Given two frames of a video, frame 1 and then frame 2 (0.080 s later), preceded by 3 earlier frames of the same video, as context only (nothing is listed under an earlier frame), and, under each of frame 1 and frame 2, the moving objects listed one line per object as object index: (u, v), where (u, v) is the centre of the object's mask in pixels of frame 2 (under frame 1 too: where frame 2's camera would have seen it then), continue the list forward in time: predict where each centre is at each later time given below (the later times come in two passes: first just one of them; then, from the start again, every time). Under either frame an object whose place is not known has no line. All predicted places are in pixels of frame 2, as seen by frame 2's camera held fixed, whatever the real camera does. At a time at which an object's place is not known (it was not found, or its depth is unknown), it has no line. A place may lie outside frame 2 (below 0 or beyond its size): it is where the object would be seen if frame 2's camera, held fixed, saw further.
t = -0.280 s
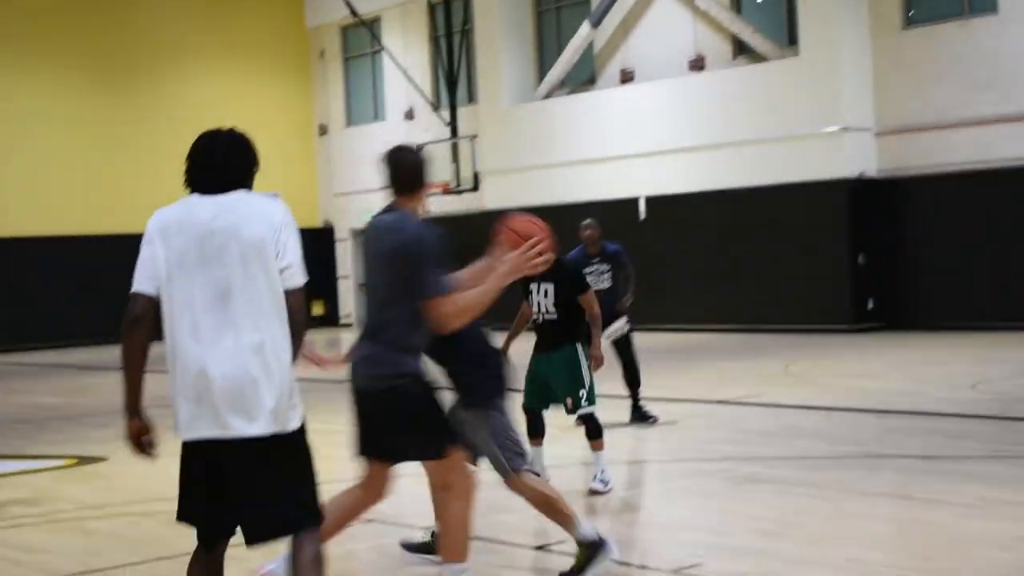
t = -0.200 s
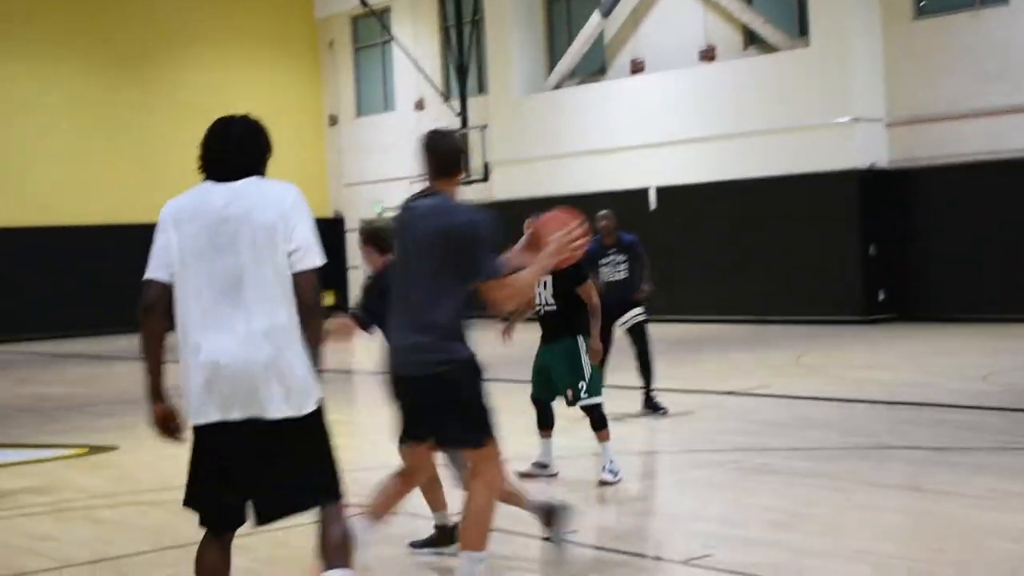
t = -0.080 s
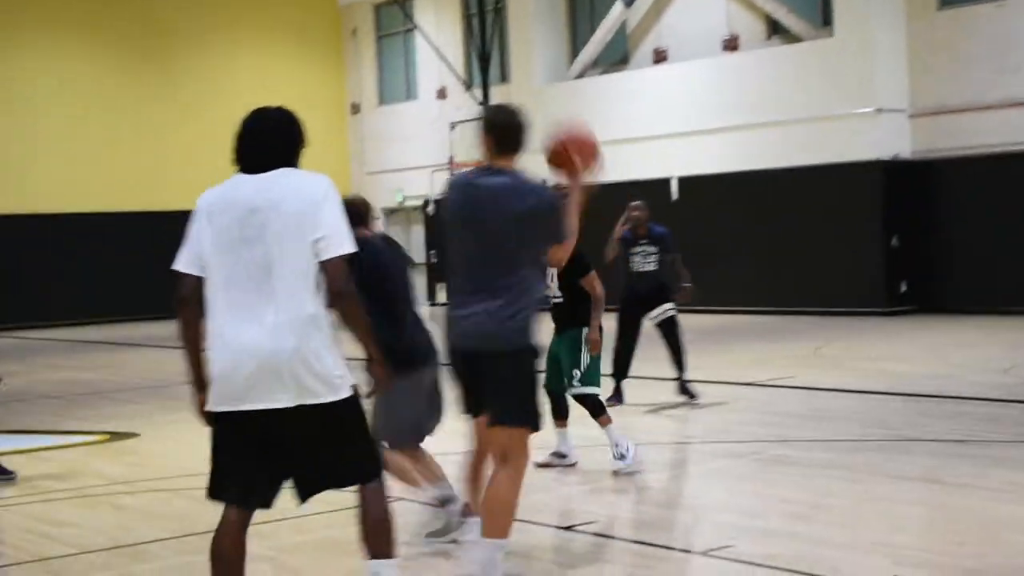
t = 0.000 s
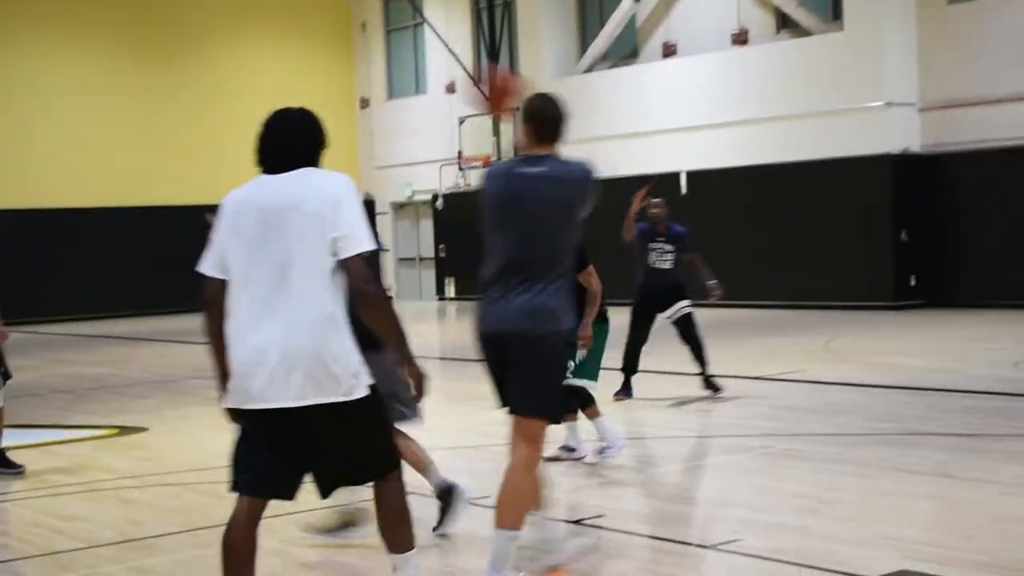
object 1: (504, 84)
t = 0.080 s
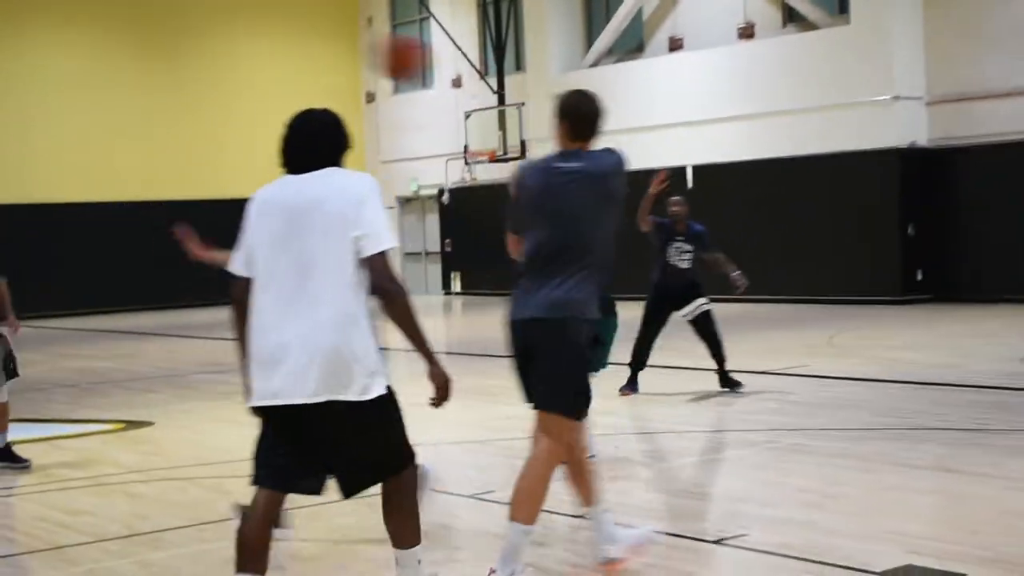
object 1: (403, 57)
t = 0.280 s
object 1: (189, 44)
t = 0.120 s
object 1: (353, 48)
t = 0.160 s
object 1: (308, 42)
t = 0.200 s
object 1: (266, 41)
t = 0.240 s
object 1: (226, 41)
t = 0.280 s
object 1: (189, 44)
